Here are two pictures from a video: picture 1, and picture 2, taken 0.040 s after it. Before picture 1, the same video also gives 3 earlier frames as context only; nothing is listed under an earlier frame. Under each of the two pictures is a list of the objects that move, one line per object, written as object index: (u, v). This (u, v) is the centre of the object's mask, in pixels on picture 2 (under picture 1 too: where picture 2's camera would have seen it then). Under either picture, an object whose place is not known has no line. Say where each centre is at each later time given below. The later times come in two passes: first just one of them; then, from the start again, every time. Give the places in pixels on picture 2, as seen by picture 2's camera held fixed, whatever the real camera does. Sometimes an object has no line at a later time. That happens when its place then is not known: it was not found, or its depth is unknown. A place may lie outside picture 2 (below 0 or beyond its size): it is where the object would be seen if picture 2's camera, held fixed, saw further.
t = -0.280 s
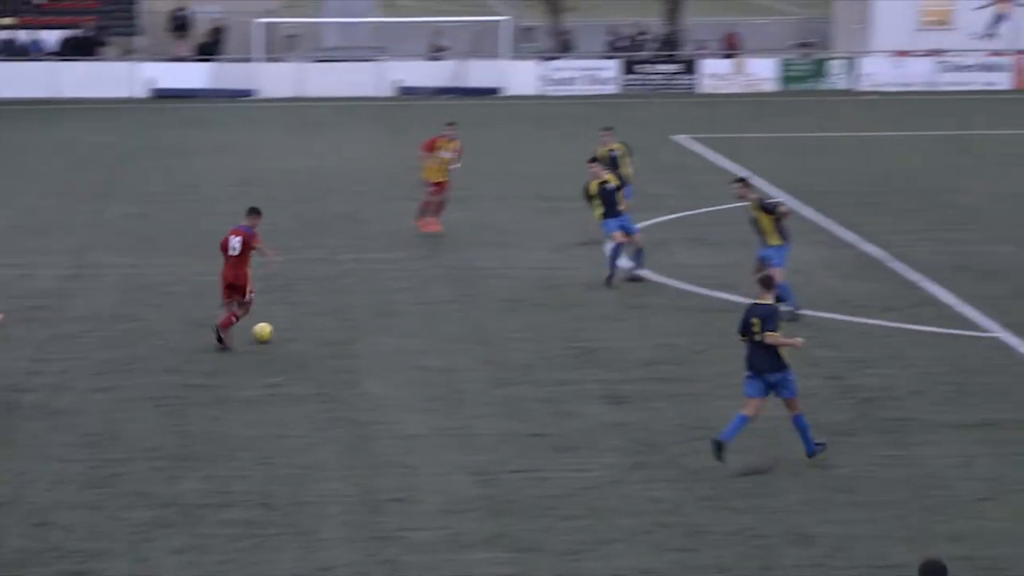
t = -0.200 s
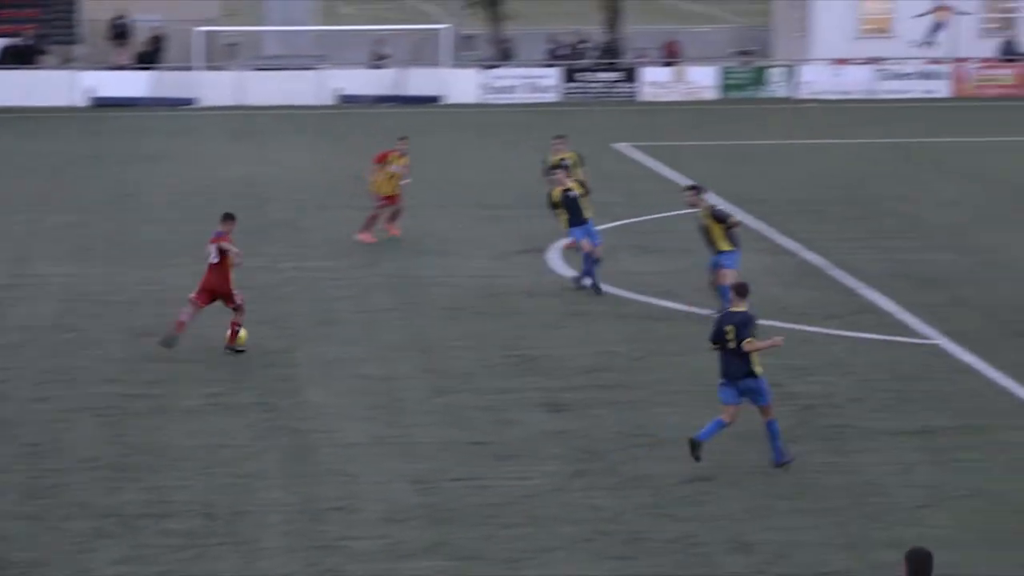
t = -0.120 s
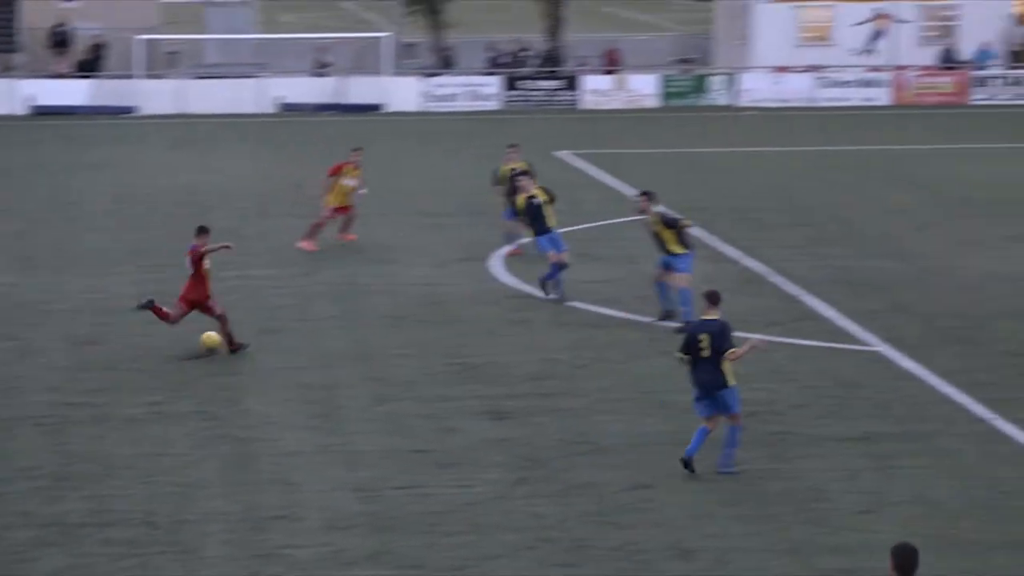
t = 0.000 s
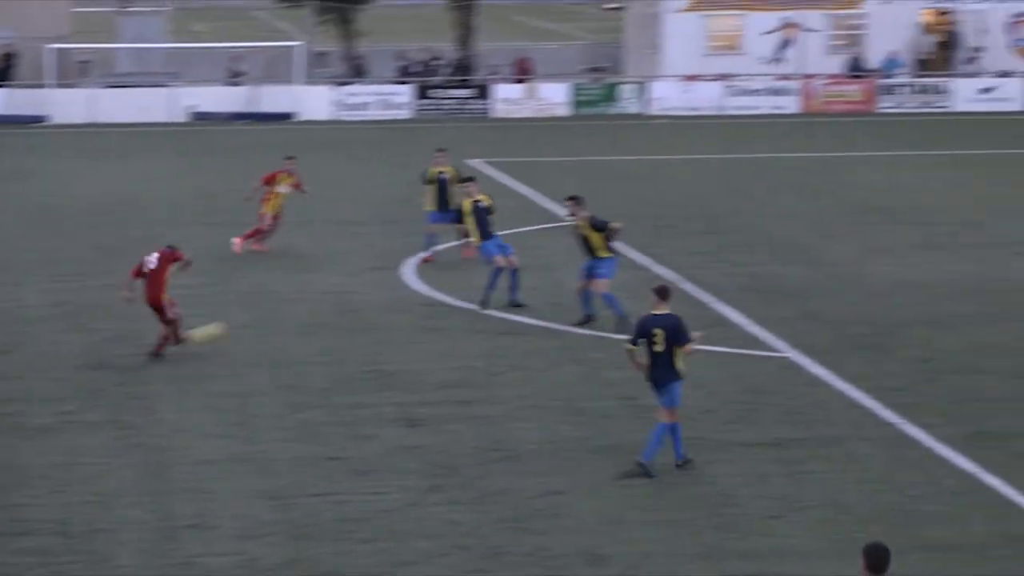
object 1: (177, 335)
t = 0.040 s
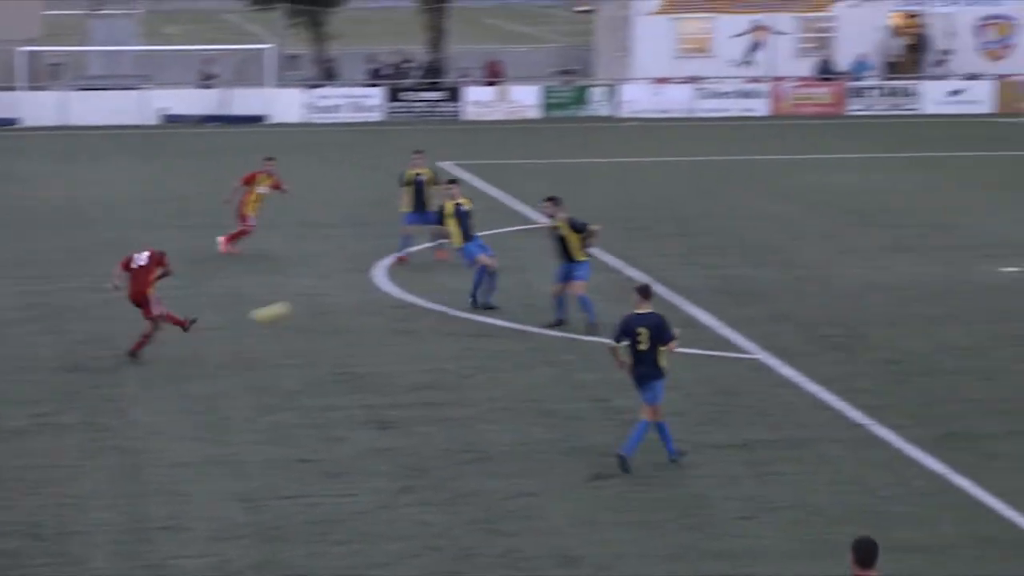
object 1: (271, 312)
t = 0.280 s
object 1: (789, 213)
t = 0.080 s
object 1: (360, 292)
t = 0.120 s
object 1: (452, 273)
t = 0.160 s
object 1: (540, 255)
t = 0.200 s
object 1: (624, 240)
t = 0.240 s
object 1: (707, 225)
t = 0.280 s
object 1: (789, 213)
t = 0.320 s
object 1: (871, 203)
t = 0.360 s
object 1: (953, 194)
